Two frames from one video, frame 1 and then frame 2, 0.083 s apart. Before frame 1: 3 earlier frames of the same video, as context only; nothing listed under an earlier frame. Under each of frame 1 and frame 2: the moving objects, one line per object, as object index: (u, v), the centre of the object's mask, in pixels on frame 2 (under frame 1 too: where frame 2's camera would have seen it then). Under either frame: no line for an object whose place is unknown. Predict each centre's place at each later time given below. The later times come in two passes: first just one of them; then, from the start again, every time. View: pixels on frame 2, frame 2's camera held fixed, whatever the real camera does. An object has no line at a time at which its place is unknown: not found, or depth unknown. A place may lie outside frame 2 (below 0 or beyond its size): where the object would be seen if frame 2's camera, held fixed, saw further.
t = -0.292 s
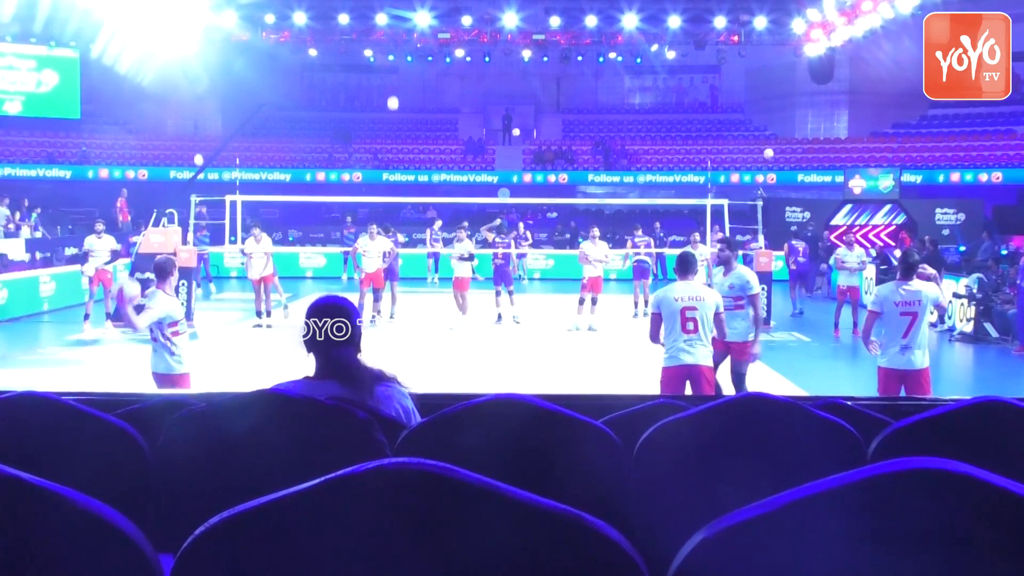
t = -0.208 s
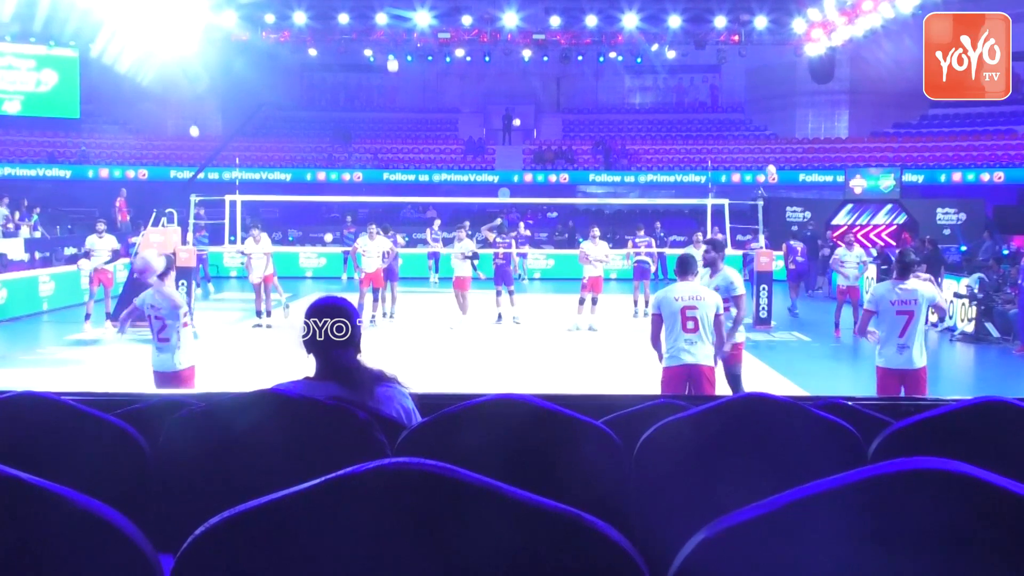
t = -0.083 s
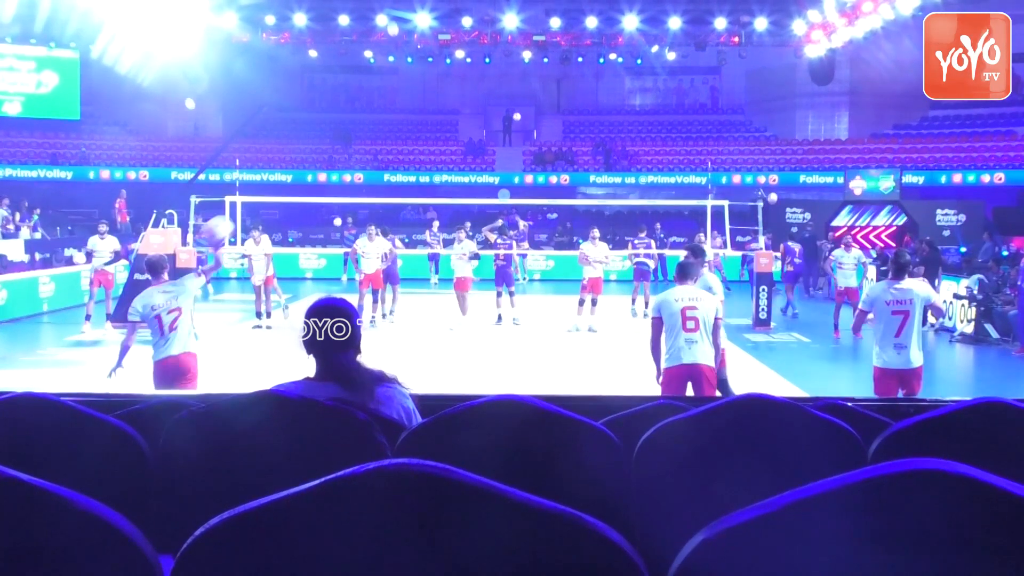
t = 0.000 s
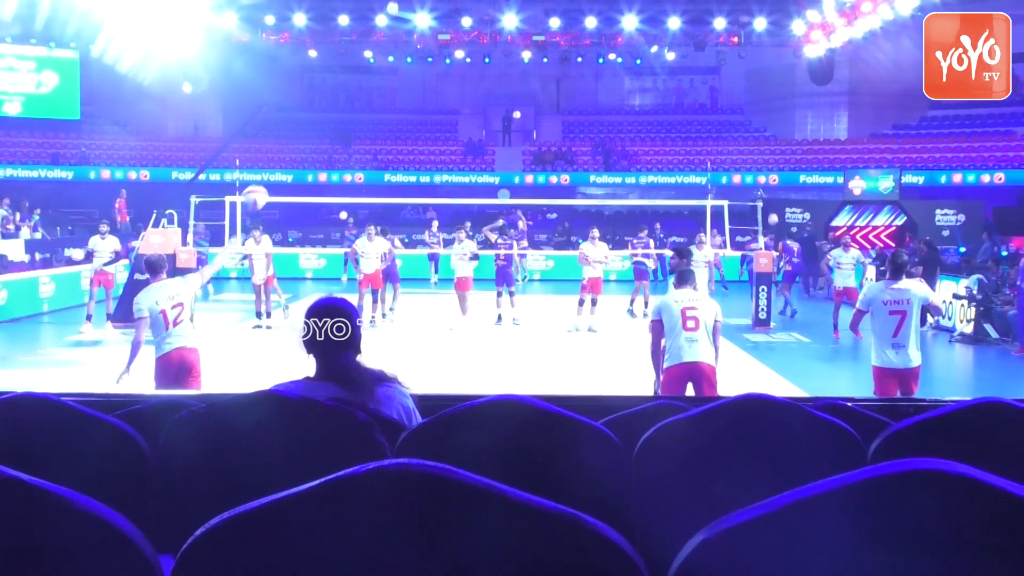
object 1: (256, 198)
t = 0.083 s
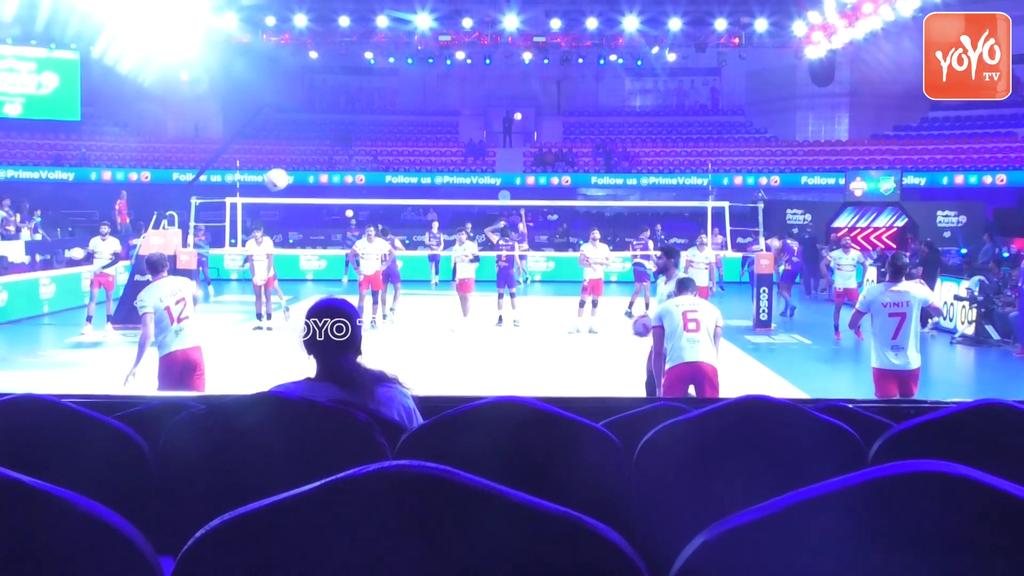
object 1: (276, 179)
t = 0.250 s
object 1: (308, 161)
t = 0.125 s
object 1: (285, 173)
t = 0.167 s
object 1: (293, 168)
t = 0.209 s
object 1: (300, 165)
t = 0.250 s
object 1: (308, 161)
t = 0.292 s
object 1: (314, 161)
